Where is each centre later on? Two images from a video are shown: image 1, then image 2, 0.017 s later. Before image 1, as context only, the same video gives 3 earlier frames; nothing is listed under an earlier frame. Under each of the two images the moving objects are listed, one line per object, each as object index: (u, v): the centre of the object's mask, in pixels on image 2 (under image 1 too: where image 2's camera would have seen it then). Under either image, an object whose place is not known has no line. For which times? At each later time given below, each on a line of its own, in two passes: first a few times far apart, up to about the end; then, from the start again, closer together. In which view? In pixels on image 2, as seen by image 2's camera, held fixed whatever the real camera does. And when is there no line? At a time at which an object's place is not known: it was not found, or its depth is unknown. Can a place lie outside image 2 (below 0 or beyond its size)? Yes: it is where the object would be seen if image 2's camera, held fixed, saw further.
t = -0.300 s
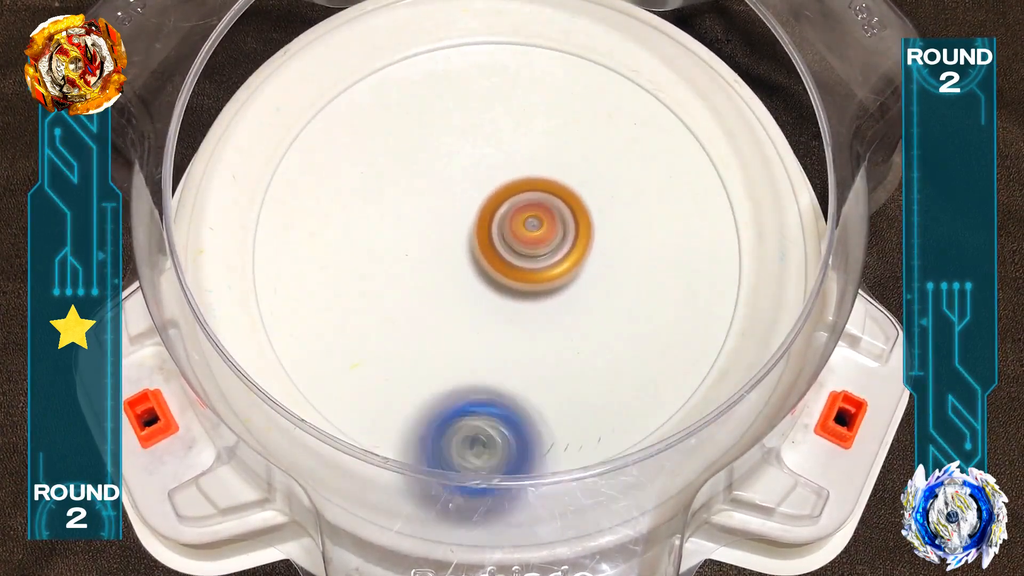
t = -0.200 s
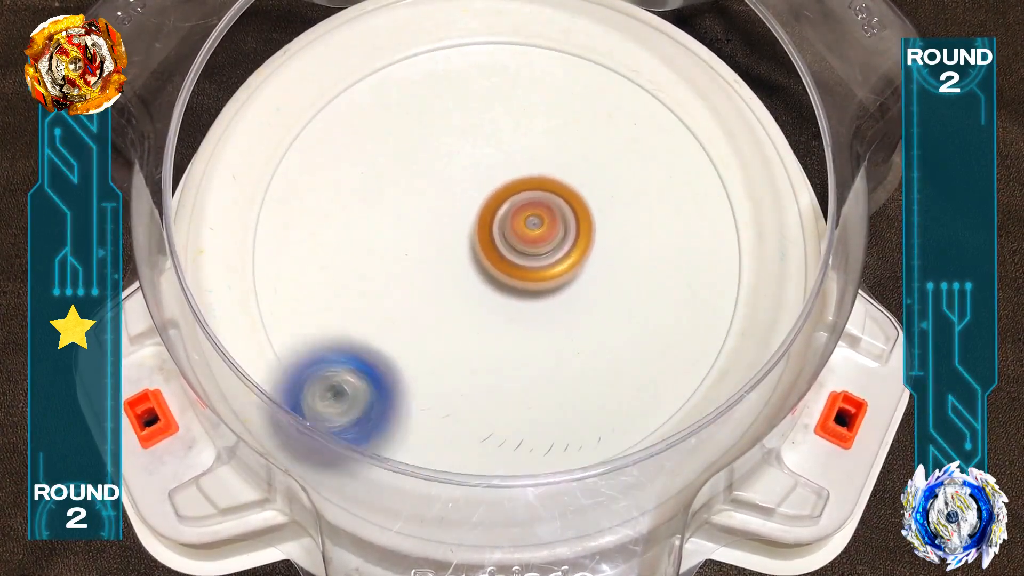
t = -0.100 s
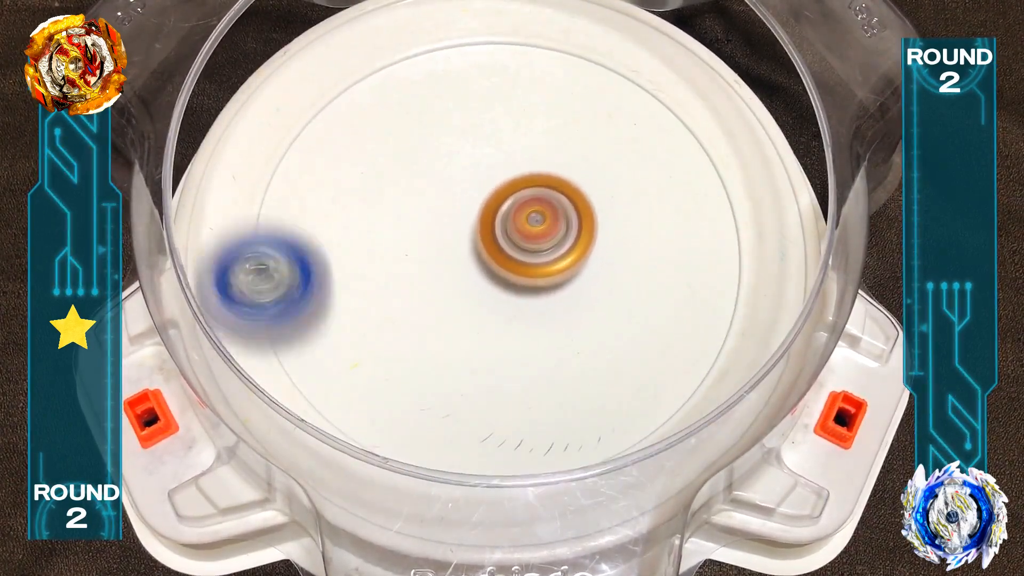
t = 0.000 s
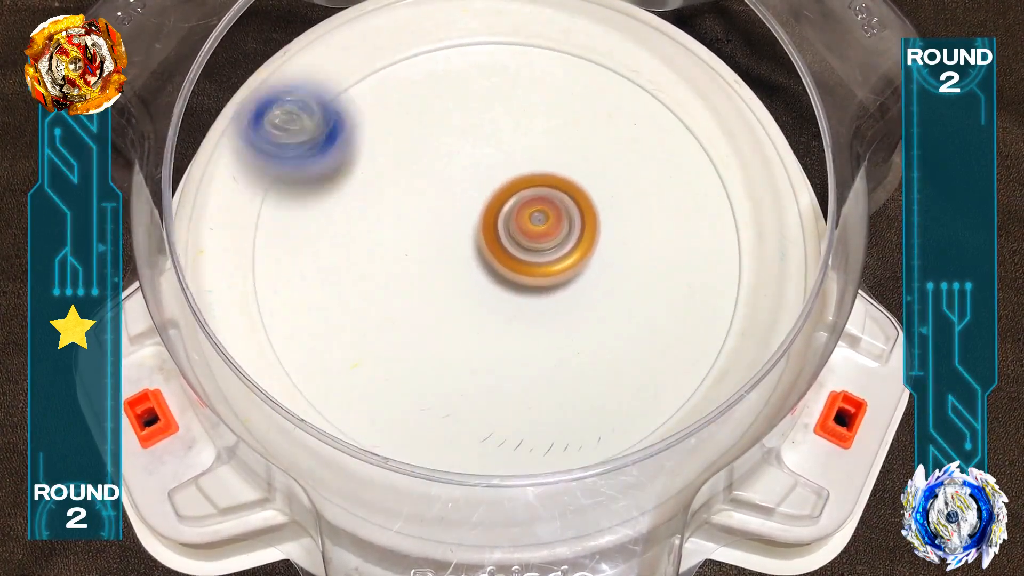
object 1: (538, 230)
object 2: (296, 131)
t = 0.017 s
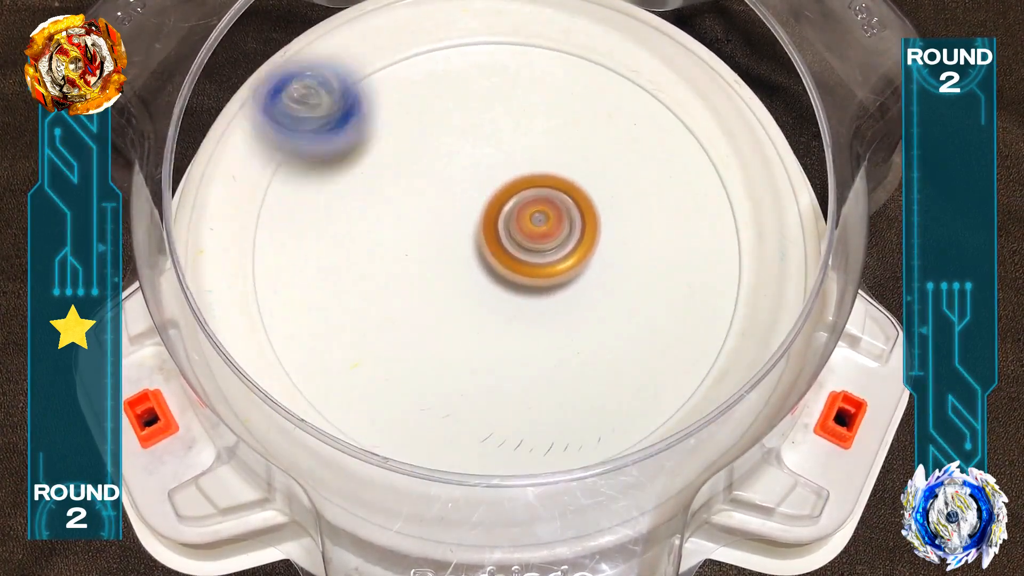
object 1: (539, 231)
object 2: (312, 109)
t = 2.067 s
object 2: (485, 80)
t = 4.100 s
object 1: (493, 149)
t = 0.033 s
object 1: (539, 231)
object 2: (331, 90)
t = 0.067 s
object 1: (540, 233)
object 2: (376, 50)
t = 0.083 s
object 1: (540, 234)
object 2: (402, 38)
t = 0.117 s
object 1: (541, 236)
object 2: (456, 25)
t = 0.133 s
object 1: (541, 237)
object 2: (481, 21)
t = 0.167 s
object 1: (541, 239)
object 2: (534, 23)
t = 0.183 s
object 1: (541, 240)
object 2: (557, 25)
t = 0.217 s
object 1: (540, 242)
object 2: (605, 32)
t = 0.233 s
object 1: (540, 242)
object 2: (625, 36)
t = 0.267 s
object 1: (540, 243)
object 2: (667, 51)
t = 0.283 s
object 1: (540, 243)
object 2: (688, 60)
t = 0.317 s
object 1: (540, 243)
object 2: (725, 84)
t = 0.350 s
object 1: (541, 243)
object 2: (757, 109)
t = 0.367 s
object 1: (542, 243)
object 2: (770, 123)
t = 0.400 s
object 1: (544, 243)
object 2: (790, 155)
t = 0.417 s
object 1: (544, 244)
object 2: (779, 174)
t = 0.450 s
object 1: (545, 244)
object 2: (756, 202)
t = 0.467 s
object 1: (547, 245)
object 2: (741, 218)
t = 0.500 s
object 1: (549, 247)
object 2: (709, 246)
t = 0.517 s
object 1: (551, 247)
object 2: (690, 262)
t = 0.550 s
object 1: (525, 236)
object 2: (685, 297)
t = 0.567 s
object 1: (501, 226)
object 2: (698, 318)
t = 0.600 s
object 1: (452, 206)
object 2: (709, 352)
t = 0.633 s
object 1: (408, 190)
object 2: (720, 391)
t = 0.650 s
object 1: (387, 183)
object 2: (711, 405)
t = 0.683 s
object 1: (348, 173)
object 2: (685, 413)
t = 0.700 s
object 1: (331, 171)
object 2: (660, 404)
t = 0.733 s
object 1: (301, 170)
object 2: (632, 413)
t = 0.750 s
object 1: (288, 171)
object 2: (620, 416)
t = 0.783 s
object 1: (267, 179)
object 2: (591, 425)
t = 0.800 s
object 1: (260, 187)
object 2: (573, 426)
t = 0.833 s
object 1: (266, 212)
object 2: (539, 427)
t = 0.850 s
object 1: (270, 224)
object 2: (525, 425)
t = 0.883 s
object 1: (280, 250)
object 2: (492, 416)
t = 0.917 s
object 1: (291, 279)
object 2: (465, 393)
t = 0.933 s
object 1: (297, 294)
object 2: (455, 381)
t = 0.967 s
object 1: (309, 324)
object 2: (446, 356)
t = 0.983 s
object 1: (290, 329)
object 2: (464, 346)
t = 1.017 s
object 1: (247, 341)
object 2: (503, 325)
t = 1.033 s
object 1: (257, 342)
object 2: (522, 311)
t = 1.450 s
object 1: (592, 198)
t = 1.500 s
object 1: (584, 167)
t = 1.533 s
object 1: (571, 149)
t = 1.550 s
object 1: (563, 140)
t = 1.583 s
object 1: (544, 124)
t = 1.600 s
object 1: (532, 117)
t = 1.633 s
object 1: (507, 104)
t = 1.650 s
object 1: (494, 98)
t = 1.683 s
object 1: (464, 88)
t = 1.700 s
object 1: (449, 84)
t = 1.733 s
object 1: (417, 78)
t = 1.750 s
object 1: (402, 76)
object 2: (517, 276)
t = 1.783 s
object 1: (373, 77)
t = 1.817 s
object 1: (346, 82)
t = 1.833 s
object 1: (334, 88)
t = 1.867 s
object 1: (318, 111)
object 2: (468, 202)
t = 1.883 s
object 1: (311, 124)
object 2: (466, 191)
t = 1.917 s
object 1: (299, 148)
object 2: (463, 169)
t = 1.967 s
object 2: (466, 139)
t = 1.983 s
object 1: (289, 192)
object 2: (468, 128)
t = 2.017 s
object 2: (474, 109)
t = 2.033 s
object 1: (297, 220)
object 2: (477, 99)
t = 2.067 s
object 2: (485, 80)
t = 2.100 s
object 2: (493, 63)
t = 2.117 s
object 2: (497, 55)
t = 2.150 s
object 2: (509, 45)
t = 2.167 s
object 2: (517, 41)
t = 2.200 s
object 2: (532, 46)
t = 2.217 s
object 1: (379, 276)
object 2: (540, 49)
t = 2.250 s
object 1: (397, 278)
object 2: (556, 55)
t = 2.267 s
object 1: (406, 279)
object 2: (564, 60)
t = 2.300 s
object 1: (422, 278)
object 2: (579, 72)
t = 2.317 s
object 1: (430, 277)
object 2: (585, 80)
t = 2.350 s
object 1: (444, 274)
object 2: (594, 97)
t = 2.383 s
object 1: (457, 270)
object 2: (598, 118)
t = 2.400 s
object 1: (462, 268)
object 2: (598, 129)
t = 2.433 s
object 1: (472, 263)
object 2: (595, 152)
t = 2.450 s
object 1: (476, 261)
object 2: (591, 165)
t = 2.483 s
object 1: (481, 256)
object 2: (583, 188)
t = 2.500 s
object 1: (463, 261)
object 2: (594, 191)
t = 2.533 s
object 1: (410, 278)
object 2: (630, 190)
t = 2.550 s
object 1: (384, 286)
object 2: (644, 190)
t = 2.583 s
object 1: (343, 301)
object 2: (668, 194)
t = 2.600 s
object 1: (323, 307)
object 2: (678, 198)
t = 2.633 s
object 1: (292, 319)
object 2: (689, 209)
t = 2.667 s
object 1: (277, 327)
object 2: (691, 225)
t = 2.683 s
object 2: (687, 235)
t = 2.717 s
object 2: (679, 255)
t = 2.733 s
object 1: (298, 343)
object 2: (669, 269)
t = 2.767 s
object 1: (320, 353)
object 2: (649, 292)
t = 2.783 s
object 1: (334, 359)
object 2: (639, 302)
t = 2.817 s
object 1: (364, 369)
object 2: (614, 320)
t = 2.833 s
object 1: (381, 373)
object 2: (602, 326)
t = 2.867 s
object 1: (414, 381)
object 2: (572, 339)
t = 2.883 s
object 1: (428, 384)
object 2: (559, 343)
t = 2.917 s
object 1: (398, 393)
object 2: (587, 337)
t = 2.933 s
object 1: (383, 396)
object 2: (600, 332)
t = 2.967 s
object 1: (360, 394)
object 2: (623, 321)
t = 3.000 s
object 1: (340, 400)
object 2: (638, 311)
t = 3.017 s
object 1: (335, 400)
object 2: (642, 307)
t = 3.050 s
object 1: (331, 397)
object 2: (646, 300)
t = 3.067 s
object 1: (332, 397)
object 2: (646, 298)
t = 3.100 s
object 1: (339, 394)
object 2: (642, 295)
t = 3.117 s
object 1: (346, 390)
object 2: (638, 294)
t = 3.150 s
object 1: (360, 388)
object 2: (627, 296)
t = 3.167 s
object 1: (366, 388)
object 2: (619, 300)
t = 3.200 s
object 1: (380, 384)
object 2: (603, 306)
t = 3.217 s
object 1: (387, 380)
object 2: (595, 310)
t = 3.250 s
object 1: (401, 371)
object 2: (572, 319)
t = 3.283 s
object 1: (414, 363)
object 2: (548, 322)
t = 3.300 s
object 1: (414, 359)
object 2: (542, 319)
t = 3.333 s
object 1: (342, 366)
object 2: (589, 289)
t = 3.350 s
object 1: (311, 364)
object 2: (607, 276)
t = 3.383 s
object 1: (259, 357)
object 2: (646, 247)
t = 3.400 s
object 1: (255, 348)
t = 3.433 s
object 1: (284, 325)
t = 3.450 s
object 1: (298, 317)
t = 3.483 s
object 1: (331, 291)
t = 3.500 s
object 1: (347, 282)
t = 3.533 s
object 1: (380, 257)
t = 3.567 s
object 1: (414, 234)
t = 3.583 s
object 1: (430, 226)
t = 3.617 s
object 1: (461, 205)
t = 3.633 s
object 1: (477, 197)
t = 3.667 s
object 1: (507, 180)
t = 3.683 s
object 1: (520, 173)
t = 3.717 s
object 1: (544, 160)
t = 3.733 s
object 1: (554, 154)
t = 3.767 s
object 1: (575, 145)
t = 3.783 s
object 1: (582, 139)
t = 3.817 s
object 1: (594, 133)
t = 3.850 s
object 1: (600, 128)
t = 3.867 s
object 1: (601, 127)
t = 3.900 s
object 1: (598, 126)
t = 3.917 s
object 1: (594, 128)
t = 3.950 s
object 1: (582, 132)
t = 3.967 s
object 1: (575, 135)
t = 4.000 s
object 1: (555, 143)
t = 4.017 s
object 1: (545, 147)
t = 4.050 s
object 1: (521, 155)
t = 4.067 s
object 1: (511, 158)
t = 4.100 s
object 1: (493, 149)
